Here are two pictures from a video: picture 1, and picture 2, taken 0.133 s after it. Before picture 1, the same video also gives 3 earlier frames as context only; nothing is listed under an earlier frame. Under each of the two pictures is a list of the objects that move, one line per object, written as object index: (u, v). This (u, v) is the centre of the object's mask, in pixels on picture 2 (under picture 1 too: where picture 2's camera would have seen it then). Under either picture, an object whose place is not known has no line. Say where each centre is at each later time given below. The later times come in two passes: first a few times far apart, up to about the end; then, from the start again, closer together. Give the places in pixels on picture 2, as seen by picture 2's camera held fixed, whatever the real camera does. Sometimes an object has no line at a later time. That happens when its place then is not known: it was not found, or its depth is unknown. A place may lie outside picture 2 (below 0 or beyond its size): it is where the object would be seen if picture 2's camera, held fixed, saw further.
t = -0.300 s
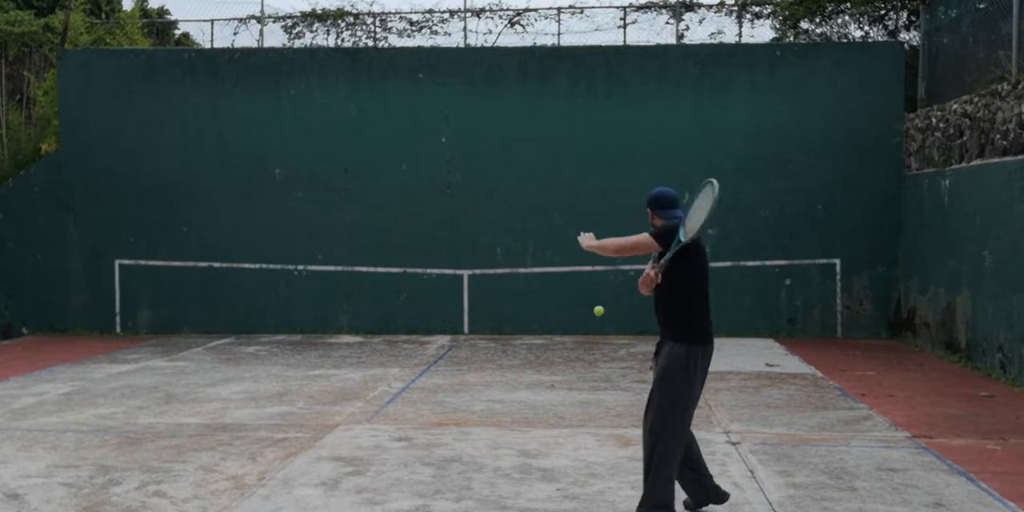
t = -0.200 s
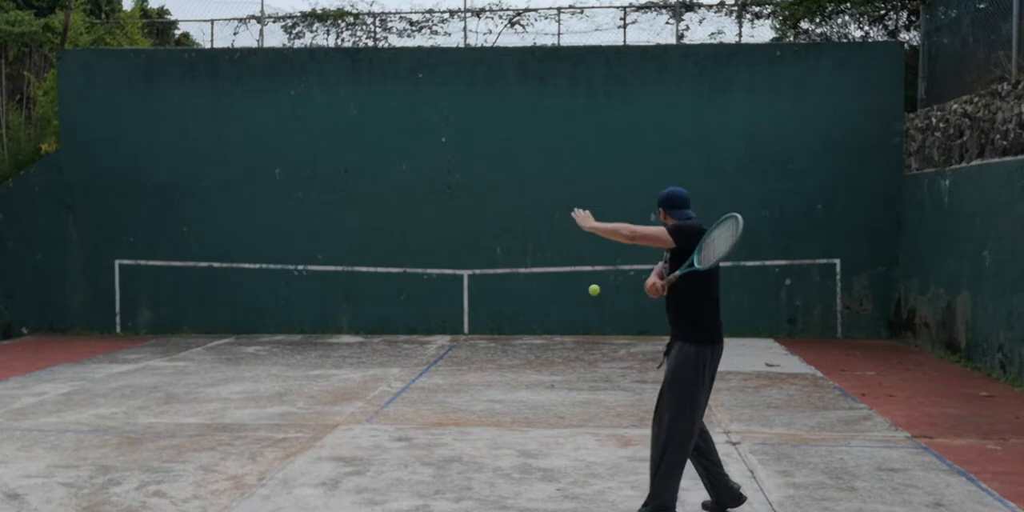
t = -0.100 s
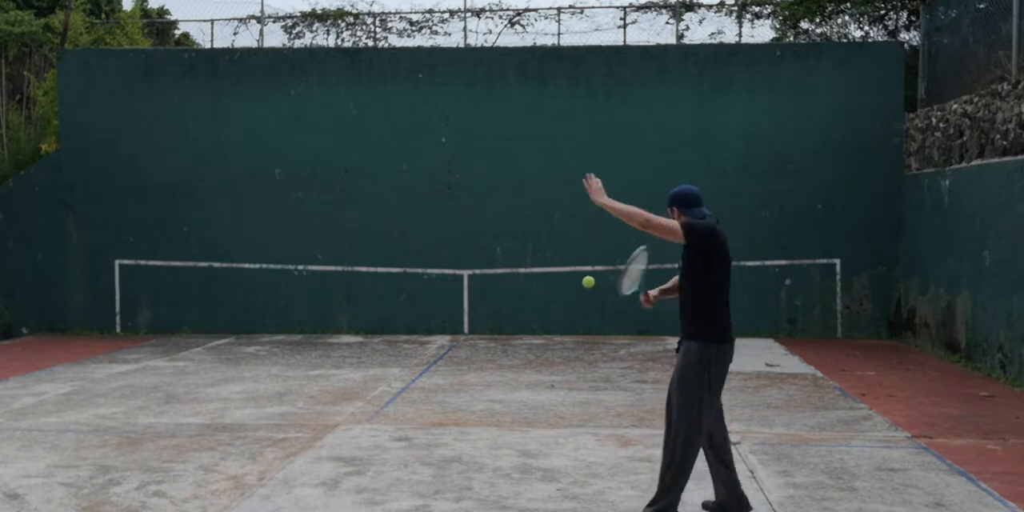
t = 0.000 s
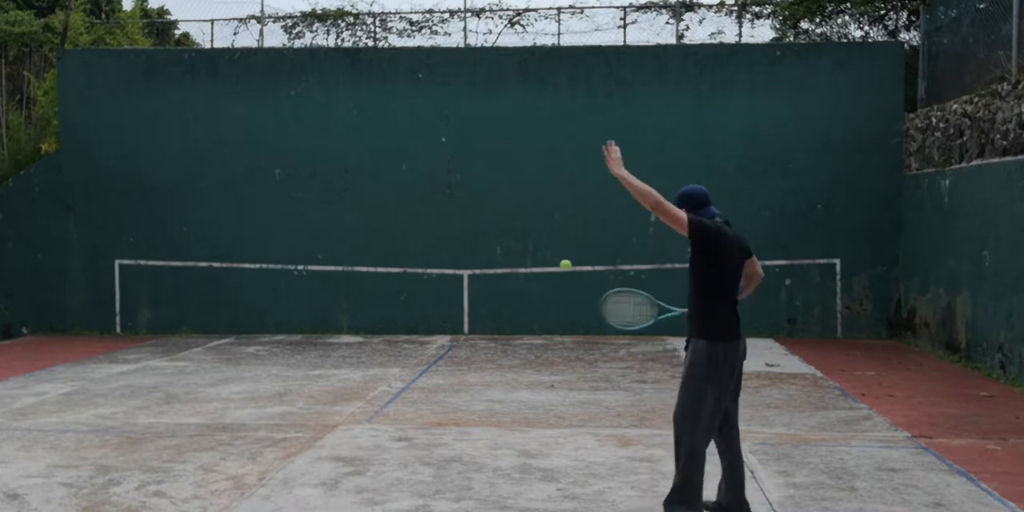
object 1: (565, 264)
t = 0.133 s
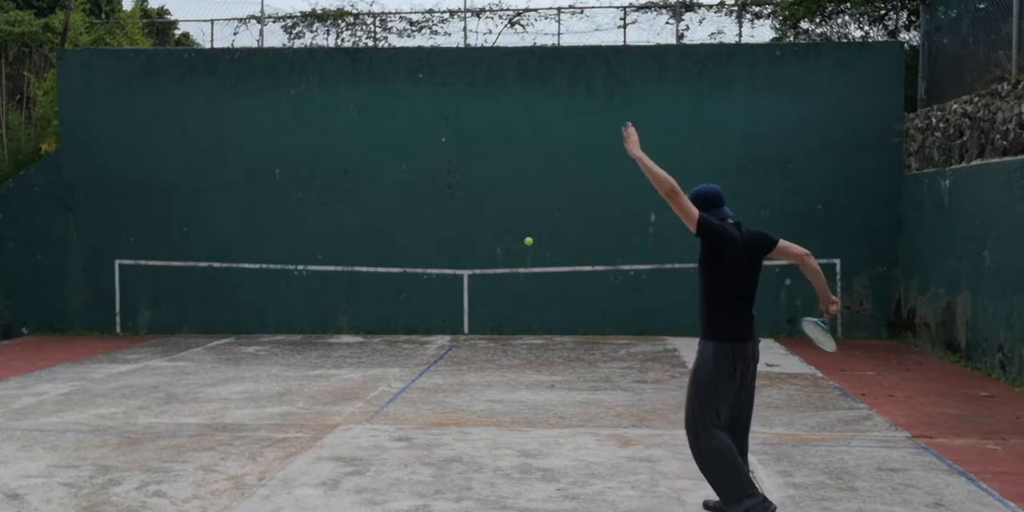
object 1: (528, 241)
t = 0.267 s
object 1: (507, 242)
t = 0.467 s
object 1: (478, 273)
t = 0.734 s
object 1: (412, 334)
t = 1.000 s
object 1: (351, 253)
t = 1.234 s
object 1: (274, 234)
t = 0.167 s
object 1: (522, 240)
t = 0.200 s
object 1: (516, 239)
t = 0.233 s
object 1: (511, 240)
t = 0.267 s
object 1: (507, 242)
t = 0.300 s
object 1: (503, 244)
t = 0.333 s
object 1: (499, 246)
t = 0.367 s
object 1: (496, 249)
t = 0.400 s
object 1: (492, 253)
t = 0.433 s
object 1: (485, 263)
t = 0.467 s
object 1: (478, 273)
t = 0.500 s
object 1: (470, 285)
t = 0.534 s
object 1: (461, 298)
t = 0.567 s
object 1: (453, 314)
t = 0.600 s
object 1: (443, 331)
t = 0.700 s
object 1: (419, 348)
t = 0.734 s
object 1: (412, 334)
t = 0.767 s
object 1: (406, 322)
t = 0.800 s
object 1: (399, 310)
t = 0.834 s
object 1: (392, 299)
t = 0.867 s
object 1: (384, 288)
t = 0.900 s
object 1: (376, 278)
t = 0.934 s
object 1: (368, 269)
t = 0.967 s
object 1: (360, 261)
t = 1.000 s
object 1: (351, 253)
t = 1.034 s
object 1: (341, 247)
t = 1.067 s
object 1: (331, 242)
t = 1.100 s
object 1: (321, 237)
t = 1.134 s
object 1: (310, 235)
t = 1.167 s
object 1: (299, 233)
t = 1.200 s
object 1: (287, 233)
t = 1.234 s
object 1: (274, 234)
